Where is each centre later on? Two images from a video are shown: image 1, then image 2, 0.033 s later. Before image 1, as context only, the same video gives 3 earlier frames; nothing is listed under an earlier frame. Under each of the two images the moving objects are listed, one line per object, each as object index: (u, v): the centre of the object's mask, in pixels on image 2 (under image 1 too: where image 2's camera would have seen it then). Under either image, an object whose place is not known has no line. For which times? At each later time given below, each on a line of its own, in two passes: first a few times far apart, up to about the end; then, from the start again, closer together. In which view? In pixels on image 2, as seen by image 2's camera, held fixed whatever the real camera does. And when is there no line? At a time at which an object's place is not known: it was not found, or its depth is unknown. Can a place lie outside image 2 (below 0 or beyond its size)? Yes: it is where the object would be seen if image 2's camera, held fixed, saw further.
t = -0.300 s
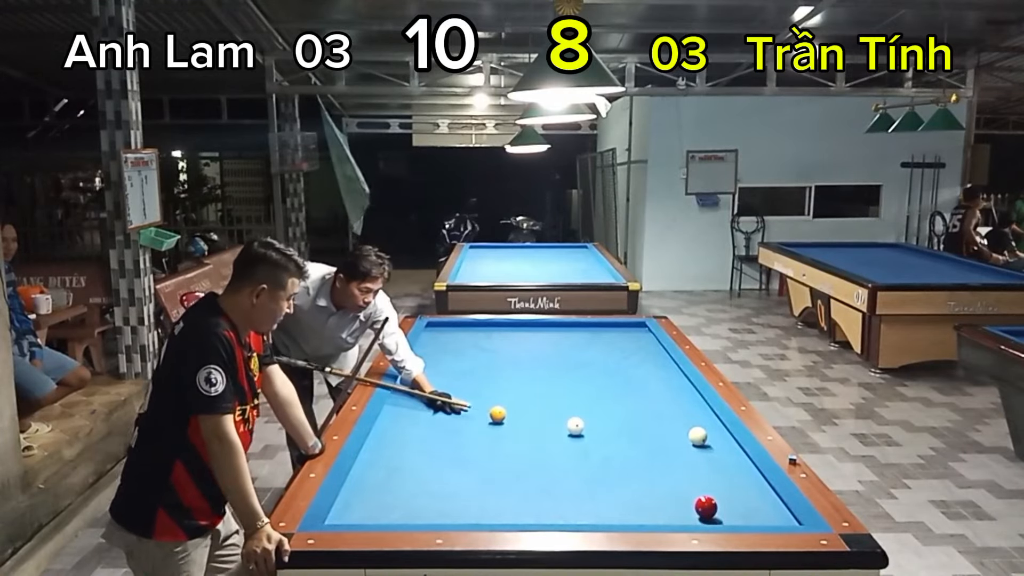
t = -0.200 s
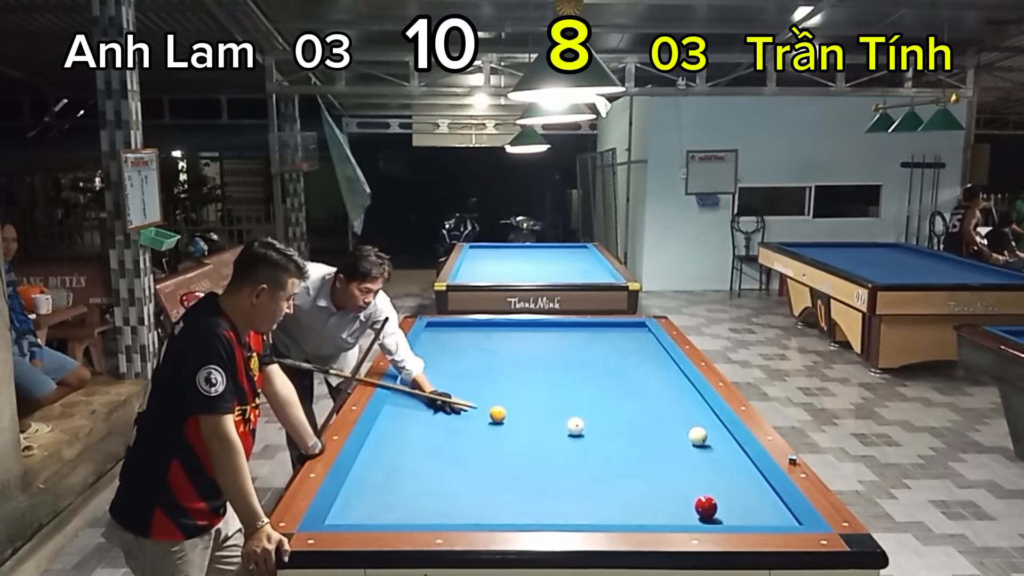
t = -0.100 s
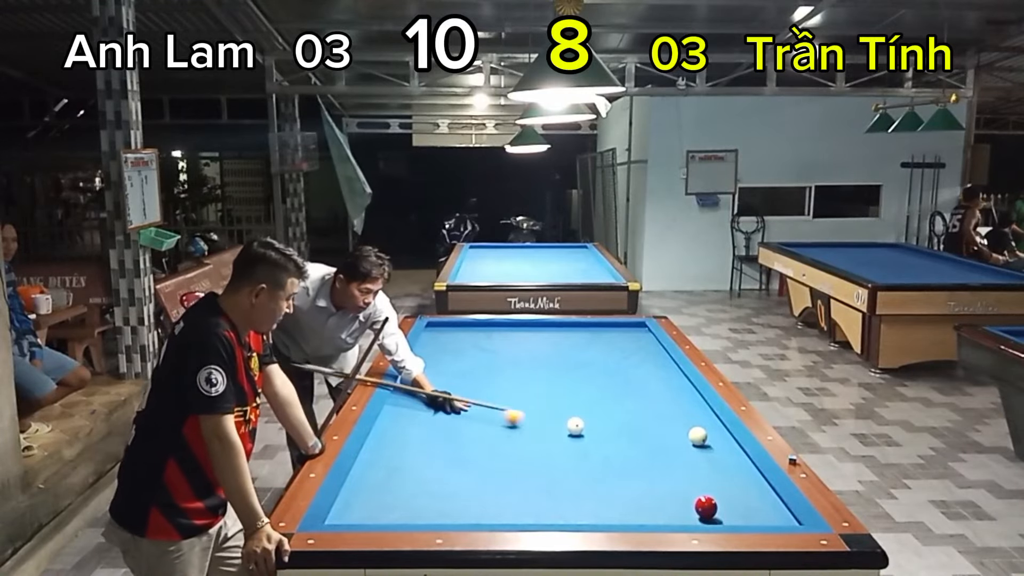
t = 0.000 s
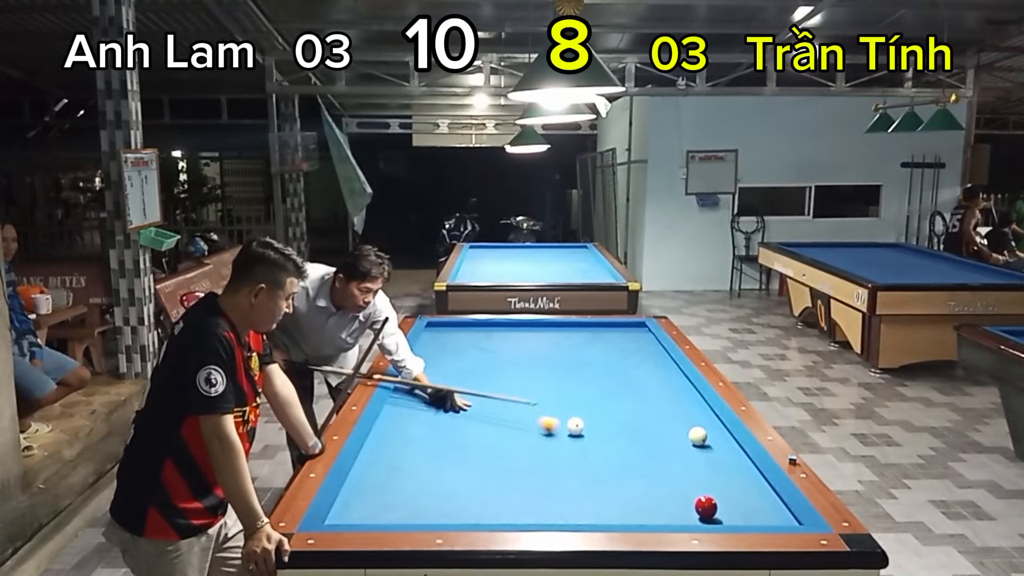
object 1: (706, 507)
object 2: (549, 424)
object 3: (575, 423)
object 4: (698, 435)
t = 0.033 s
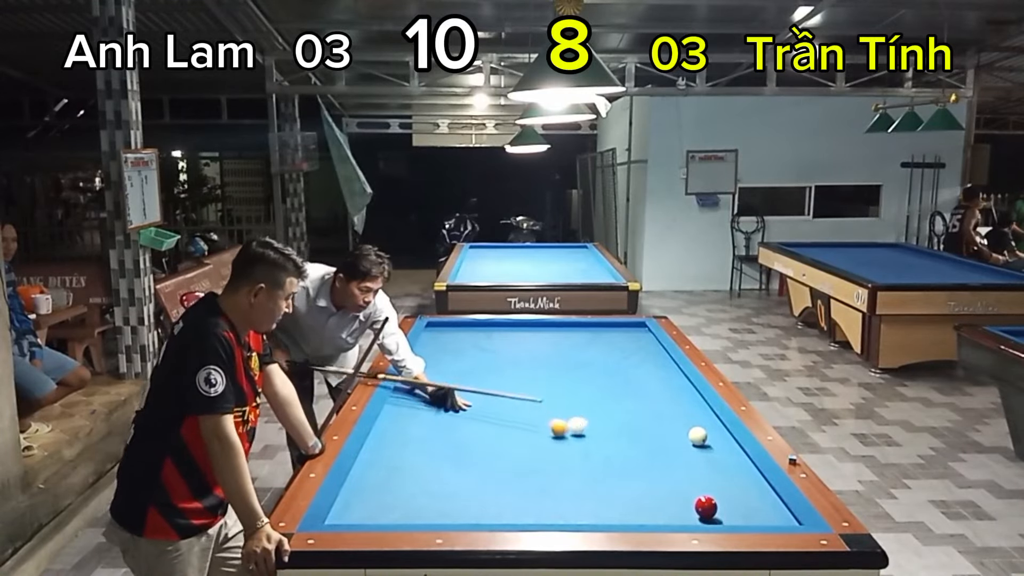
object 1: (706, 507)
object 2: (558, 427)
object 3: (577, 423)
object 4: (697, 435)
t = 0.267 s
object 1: (706, 507)
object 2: (594, 450)
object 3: (626, 421)
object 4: (697, 435)
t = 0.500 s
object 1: (706, 507)
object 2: (641, 477)
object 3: (670, 419)
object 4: (698, 435)
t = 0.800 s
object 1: (734, 513)
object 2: (683, 511)
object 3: (705, 418)
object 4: (697, 435)
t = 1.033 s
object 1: (777, 518)
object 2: (686, 515)
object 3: (680, 417)
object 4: (698, 435)
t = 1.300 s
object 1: (771, 514)
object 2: (687, 505)
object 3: (653, 416)
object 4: (697, 435)
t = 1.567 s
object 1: (749, 509)
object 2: (688, 495)
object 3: (627, 414)
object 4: (698, 435)
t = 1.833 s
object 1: (729, 503)
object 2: (689, 485)
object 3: (603, 413)
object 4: (698, 435)
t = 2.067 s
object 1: (712, 499)
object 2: (689, 478)
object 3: (582, 412)
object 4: (698, 435)
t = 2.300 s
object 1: (697, 494)
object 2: (689, 471)
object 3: (562, 410)
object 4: (698, 435)
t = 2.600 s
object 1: (679, 489)
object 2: (688, 463)
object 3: (537, 409)
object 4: (698, 435)
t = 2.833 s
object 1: (666, 485)
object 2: (688, 458)
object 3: (518, 408)
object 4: (698, 435)
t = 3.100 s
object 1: (653, 481)
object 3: (498, 407)
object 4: (698, 434)
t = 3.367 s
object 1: (640, 478)
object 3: (478, 407)
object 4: (698, 435)
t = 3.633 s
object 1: (629, 475)
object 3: (459, 406)
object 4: (700, 434)
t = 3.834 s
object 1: (621, 473)
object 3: (446, 406)
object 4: (700, 434)
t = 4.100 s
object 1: (611, 470)
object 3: (428, 406)
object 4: (701, 433)
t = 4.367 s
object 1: (603, 468)
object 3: (411, 406)
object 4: (703, 432)
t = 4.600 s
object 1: (596, 466)
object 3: (397, 405)
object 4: (704, 431)
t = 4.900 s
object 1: (588, 464)
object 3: (399, 405)
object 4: (705, 430)
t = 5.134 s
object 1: (583, 463)
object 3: (406, 404)
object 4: (706, 430)
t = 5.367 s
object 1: (579, 462)
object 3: (413, 405)
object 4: (707, 430)
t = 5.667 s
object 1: (573, 461)
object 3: (420, 404)
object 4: (706, 430)
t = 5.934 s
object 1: (570, 460)
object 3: (426, 404)
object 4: (706, 430)
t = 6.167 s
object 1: (567, 459)
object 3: (430, 403)
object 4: (706, 430)
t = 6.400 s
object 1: (565, 459)
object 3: (433, 403)
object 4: (706, 430)
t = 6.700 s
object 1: (563, 459)
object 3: (436, 403)
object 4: (706, 430)
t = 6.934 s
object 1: (562, 459)
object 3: (439, 403)
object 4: (706, 430)
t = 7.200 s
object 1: (562, 459)
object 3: (440, 403)
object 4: (706, 430)
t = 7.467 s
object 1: (562, 459)
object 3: (441, 403)
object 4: (706, 430)
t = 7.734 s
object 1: (562, 459)
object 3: (441, 403)
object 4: (706, 430)
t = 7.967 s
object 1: (562, 459)
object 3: (441, 403)
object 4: (706, 430)
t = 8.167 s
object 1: (562, 459)
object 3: (441, 403)
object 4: (706, 430)
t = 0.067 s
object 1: (706, 507)
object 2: (562, 430)
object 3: (585, 422)
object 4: (698, 435)
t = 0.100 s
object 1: (706, 507)
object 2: (566, 434)
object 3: (593, 422)
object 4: (698, 435)
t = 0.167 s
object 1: (706, 507)
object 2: (577, 440)
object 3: (608, 422)
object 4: (698, 435)
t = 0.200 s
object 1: (706, 507)
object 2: (583, 443)
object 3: (614, 421)
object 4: (698, 435)
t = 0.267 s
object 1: (706, 507)
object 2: (594, 450)
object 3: (626, 421)
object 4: (697, 435)
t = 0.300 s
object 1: (706, 507)
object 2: (601, 454)
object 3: (633, 421)
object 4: (698, 435)
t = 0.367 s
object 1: (706, 507)
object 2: (614, 461)
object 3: (645, 420)
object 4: (698, 435)
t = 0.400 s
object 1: (706, 507)
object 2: (620, 465)
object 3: (651, 420)
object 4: (698, 435)
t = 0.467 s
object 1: (706, 507)
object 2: (634, 473)
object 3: (663, 419)
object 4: (698, 435)
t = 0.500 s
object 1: (706, 507)
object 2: (641, 477)
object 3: (670, 419)
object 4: (698, 435)
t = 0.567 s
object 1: (706, 507)
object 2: (655, 485)
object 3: (682, 419)
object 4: (698, 435)
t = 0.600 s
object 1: (706, 507)
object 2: (663, 490)
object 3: (687, 419)
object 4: (698, 435)
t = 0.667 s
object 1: (706, 507)
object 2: (679, 499)
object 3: (699, 418)
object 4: (698, 435)
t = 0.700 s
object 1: (709, 507)
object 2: (683, 503)
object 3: (705, 418)
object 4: (698, 435)
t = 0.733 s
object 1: (718, 509)
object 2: (683, 506)
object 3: (711, 418)
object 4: (697, 435)
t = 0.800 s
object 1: (734, 513)
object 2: (683, 511)
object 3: (705, 418)
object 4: (697, 435)
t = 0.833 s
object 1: (741, 514)
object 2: (684, 513)
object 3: (701, 418)
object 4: (697, 435)
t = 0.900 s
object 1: (754, 516)
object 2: (685, 516)
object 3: (694, 417)
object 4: (698, 435)
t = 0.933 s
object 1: (761, 517)
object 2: (686, 518)
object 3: (691, 417)
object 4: (698, 435)
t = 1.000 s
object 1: (773, 518)
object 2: (686, 516)
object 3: (684, 417)
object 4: (698, 435)
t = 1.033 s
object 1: (777, 518)
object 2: (686, 515)
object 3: (680, 417)
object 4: (698, 435)
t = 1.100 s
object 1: (783, 517)
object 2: (687, 513)
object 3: (673, 417)
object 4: (698, 435)
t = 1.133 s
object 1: (785, 516)
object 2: (687, 512)
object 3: (670, 416)
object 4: (698, 435)
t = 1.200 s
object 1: (779, 516)
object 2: (687, 510)
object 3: (663, 416)
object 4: (697, 435)
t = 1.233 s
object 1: (776, 515)
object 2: (687, 508)
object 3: (660, 416)
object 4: (697, 435)
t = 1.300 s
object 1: (771, 514)
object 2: (687, 505)
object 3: (653, 416)
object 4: (697, 435)
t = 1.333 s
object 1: (768, 513)
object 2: (687, 504)
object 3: (650, 415)
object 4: (698, 435)
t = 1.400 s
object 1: (762, 512)
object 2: (688, 501)
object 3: (643, 415)
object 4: (697, 435)
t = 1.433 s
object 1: (760, 512)
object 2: (688, 500)
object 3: (640, 415)
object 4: (697, 435)
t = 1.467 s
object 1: (757, 511)
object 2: (688, 499)
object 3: (637, 415)
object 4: (697, 435)
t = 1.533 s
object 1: (752, 510)
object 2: (688, 496)
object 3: (630, 414)
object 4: (697, 435)
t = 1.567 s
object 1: (749, 509)
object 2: (688, 495)
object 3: (627, 414)
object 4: (698, 435)
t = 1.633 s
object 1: (744, 507)
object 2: (688, 492)
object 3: (621, 414)
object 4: (698, 435)
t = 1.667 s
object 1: (741, 507)
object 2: (688, 491)
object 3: (618, 413)
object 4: (697, 435)
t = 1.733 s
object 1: (736, 505)
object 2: (688, 489)
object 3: (612, 413)
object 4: (698, 435)
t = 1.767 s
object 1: (734, 505)
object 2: (688, 488)
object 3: (609, 413)
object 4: (697, 435)
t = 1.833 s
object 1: (729, 503)
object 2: (689, 485)
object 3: (603, 413)
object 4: (698, 435)
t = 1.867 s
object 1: (726, 502)
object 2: (689, 484)
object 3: (600, 413)
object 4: (697, 435)
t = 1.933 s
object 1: (721, 501)
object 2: (689, 482)
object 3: (594, 412)
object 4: (698, 435)
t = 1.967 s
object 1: (719, 500)
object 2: (689, 481)
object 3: (591, 412)
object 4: (698, 435)
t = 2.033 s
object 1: (714, 499)
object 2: (689, 479)
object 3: (585, 412)
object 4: (697, 435)
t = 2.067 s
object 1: (712, 499)
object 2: (689, 478)
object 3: (582, 412)
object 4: (698, 435)
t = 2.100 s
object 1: (710, 498)
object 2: (689, 477)
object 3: (579, 411)
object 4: (698, 435)
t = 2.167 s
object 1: (706, 496)
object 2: (689, 475)
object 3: (573, 411)
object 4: (698, 434)
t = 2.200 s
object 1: (703, 496)
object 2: (689, 474)
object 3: (570, 410)
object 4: (698, 435)
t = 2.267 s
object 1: (699, 494)
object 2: (689, 472)
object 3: (565, 410)
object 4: (698, 435)
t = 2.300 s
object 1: (697, 494)
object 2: (689, 471)
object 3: (562, 410)
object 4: (698, 435)
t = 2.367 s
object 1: (693, 493)
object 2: (689, 469)
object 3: (556, 410)
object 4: (698, 435)
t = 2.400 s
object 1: (691, 492)
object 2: (689, 468)
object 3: (554, 410)
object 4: (698, 435)
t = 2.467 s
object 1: (687, 491)
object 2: (689, 467)
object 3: (548, 409)
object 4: (698, 435)
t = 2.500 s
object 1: (685, 490)
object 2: (688, 466)
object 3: (545, 409)
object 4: (698, 435)
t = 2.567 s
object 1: (681, 489)
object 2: (689, 464)
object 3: (540, 409)
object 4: (698, 435)
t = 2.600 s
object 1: (679, 489)
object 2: (688, 463)
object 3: (537, 409)
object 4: (698, 435)
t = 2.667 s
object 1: (675, 488)
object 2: (688, 461)
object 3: (531, 409)
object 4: (697, 435)
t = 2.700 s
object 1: (673, 487)
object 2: (688, 461)
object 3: (529, 409)
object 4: (698, 435)
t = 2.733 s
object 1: (672, 487)
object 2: (688, 460)
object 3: (526, 409)
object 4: (698, 435)
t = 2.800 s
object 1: (668, 486)
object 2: (688, 458)
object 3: (521, 408)
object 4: (698, 435)
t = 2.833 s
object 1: (666, 485)
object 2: (688, 458)
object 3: (518, 408)
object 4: (698, 435)
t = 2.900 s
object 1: (663, 484)
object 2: (688, 456)
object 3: (513, 408)
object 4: (698, 435)
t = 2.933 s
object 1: (661, 484)
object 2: (688, 455)
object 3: (511, 408)
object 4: (698, 435)
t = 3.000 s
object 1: (658, 483)
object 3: (506, 408)
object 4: (698, 435)
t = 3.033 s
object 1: (656, 482)
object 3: (503, 407)
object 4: (698, 434)
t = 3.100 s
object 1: (653, 481)
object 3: (498, 407)
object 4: (698, 434)
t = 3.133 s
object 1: (651, 481)
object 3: (496, 407)
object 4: (698, 435)
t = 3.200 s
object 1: (648, 480)
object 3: (491, 407)
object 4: (698, 435)
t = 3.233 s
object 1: (646, 480)
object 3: (488, 407)
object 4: (698, 435)
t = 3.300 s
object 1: (643, 479)
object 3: (483, 407)
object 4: (698, 435)
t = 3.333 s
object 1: (642, 479)
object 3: (481, 407)
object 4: (698, 435)
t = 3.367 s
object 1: (640, 478)
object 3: (478, 407)
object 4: (698, 435)
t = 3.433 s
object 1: (637, 477)
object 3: (474, 406)
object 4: (699, 434)
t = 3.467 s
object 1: (636, 477)
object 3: (471, 406)
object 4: (699, 434)
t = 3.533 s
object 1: (633, 476)
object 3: (466, 407)
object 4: (699, 434)
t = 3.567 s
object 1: (632, 476)
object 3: (464, 406)
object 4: (699, 434)
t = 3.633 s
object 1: (629, 475)
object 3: (459, 406)
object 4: (700, 434)
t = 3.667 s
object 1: (627, 475)
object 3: (457, 406)
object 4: (700, 434)
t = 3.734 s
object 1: (625, 474)
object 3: (453, 406)
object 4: (700, 434)
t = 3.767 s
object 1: (624, 473)
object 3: (450, 406)
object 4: (700, 434)
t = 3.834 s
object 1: (621, 473)
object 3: (446, 406)
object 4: (700, 434)
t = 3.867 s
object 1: (620, 473)
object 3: (444, 406)
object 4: (700, 434)
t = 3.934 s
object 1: (617, 472)
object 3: (439, 406)
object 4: (700, 434)
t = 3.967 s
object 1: (616, 472)
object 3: (437, 406)
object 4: (700, 434)
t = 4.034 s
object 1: (614, 471)
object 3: (432, 406)
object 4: (701, 433)
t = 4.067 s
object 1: (612, 471)
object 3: (430, 406)
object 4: (701, 433)
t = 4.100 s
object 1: (611, 470)
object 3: (428, 406)
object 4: (701, 433)
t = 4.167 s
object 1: (609, 470)
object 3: (424, 406)
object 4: (702, 433)
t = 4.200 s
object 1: (608, 469)
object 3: (422, 406)
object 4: (702, 433)
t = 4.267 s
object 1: (606, 469)
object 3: (417, 406)
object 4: (702, 432)
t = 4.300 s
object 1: (605, 469)
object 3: (415, 406)
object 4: (702, 432)
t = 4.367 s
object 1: (603, 468)
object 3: (411, 406)
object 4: (703, 432)
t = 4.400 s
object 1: (602, 468)
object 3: (409, 406)
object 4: (703, 431)
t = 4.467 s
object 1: (600, 467)
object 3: (405, 406)
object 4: (704, 431)
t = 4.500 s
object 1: (599, 467)
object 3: (403, 406)
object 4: (704, 431)
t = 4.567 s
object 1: (597, 466)
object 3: (399, 405)
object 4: (704, 431)
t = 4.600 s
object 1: (596, 466)
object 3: (397, 405)
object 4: (704, 431)
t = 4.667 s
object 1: (594, 466)
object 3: (393, 406)
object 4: (705, 431)
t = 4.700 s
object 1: (593, 466)
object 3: (392, 405)
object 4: (705, 430)
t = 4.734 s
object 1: (592, 465)
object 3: (393, 405)
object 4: (705, 430)
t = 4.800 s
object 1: (591, 465)
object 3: (396, 405)
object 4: (705, 430)
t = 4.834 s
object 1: (590, 465)
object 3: (397, 405)
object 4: (705, 430)
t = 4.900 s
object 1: (588, 464)
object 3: (399, 405)
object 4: (705, 430)
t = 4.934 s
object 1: (588, 464)
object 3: (400, 405)
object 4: (706, 430)
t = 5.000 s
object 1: (586, 464)
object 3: (402, 405)
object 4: (706, 430)
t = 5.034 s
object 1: (585, 464)
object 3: (403, 405)
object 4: (706, 430)
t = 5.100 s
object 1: (584, 463)
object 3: (405, 404)
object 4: (706, 430)
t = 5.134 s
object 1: (583, 463)
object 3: (406, 404)
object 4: (706, 430)
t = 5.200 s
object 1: (582, 463)
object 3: (408, 404)
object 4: (707, 430)
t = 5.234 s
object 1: (581, 463)
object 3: (409, 404)
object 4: (707, 430)
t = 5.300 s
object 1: (580, 462)
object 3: (411, 405)
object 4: (707, 430)
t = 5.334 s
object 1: (579, 462)
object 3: (412, 404)
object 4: (707, 430)
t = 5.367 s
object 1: (579, 462)
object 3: (413, 405)
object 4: (707, 430)
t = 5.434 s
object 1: (578, 462)
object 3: (414, 404)
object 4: (707, 430)
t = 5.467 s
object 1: (577, 461)
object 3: (415, 404)
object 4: (707, 430)
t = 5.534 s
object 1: (576, 461)
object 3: (417, 404)
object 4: (707, 430)
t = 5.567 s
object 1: (575, 461)
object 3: (418, 404)
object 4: (707, 430)
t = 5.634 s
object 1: (574, 461)
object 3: (419, 404)
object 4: (707, 430)
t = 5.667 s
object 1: (573, 461)
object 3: (420, 404)
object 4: (706, 430)
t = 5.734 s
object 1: (572, 460)
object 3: (421, 404)
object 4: (706, 430)
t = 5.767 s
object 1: (572, 460)
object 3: (422, 404)
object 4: (706, 430)
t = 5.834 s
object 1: (571, 460)
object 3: (423, 404)
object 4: (706, 430)
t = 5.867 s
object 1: (571, 460)
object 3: (424, 404)
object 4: (706, 430)
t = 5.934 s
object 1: (570, 460)
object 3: (426, 404)
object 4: (706, 430)
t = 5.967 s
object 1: (569, 460)
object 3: (426, 403)
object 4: (706, 430)
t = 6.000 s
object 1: (569, 460)
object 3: (427, 403)
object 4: (706, 430)
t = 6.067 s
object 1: (568, 460)
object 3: (428, 404)
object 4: (706, 430)
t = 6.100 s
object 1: (568, 460)
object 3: (429, 403)
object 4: (706, 430)
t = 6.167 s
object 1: (567, 459)
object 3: (430, 403)
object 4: (706, 430)
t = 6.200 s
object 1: (567, 459)
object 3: (430, 403)
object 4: (706, 430)
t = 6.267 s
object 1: (566, 459)
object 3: (431, 403)
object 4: (706, 430)
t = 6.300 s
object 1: (566, 459)
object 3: (432, 403)
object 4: (706, 430)
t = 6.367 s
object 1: (565, 459)
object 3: (433, 403)
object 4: (706, 430)
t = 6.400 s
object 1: (565, 459)
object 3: (433, 403)
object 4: (706, 430)
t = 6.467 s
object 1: (564, 459)
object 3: (434, 403)
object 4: (706, 430)
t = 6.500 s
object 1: (564, 459)
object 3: (434, 403)
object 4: (706, 430)
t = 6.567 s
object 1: (564, 459)
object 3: (435, 403)
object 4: (706, 430)
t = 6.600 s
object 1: (563, 459)
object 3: (435, 403)
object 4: (706, 430)
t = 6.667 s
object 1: (563, 459)
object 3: (436, 403)
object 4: (706, 430)
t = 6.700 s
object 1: (563, 459)
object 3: (436, 403)
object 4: (706, 430)
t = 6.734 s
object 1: (563, 459)
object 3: (437, 403)
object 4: (706, 430)
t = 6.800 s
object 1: (562, 459)
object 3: (437, 403)
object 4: (706, 430)
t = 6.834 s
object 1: (562, 459)
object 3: (438, 403)
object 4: (706, 430)
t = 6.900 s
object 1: (562, 459)
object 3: (438, 403)
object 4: (706, 430)
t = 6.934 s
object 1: (562, 459)
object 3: (439, 403)
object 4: (706, 430)
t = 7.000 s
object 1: (562, 459)
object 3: (439, 403)
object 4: (706, 430)
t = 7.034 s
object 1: (562, 459)
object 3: (439, 403)
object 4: (706, 430)
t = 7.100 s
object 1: (562, 459)
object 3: (439, 403)
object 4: (706, 430)
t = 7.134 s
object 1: (562, 459)
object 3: (440, 403)
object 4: (706, 430)
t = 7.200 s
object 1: (562, 459)
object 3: (440, 403)
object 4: (706, 430)
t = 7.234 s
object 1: (562, 459)
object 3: (440, 403)
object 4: (706, 430)
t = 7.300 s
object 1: (562, 459)
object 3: (440, 403)
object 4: (706, 430)
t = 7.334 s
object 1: (562, 458)
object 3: (440, 403)
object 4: (706, 430)
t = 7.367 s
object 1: (562, 458)
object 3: (441, 403)
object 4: (706, 430)
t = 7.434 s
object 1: (562, 459)
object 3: (441, 403)
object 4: (706, 430)
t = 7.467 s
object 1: (562, 459)
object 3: (441, 403)
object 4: (706, 430)
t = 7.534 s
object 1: (562, 459)
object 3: (441, 403)
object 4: (706, 430)
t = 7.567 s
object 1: (562, 459)
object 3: (441, 403)
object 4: (706, 430)
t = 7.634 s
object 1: (562, 459)
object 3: (441, 403)
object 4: (706, 430)
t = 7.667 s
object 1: (562, 459)
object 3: (441, 403)
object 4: (706, 430)
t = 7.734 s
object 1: (562, 459)
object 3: (441, 403)
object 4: (706, 430)
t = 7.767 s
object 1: (562, 459)
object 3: (441, 403)
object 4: (706, 430)
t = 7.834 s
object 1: (562, 459)
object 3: (441, 403)
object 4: (706, 430)
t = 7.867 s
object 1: (562, 459)
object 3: (441, 403)
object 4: (706, 430)
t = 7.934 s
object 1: (562, 459)
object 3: (441, 403)
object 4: (706, 430)
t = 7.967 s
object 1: (562, 459)
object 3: (441, 403)
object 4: (706, 430)
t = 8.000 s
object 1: (562, 458)
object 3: (441, 403)
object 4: (706, 430)
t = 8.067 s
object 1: (562, 459)
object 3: (441, 403)
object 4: (706, 430)
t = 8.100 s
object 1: (562, 459)
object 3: (441, 403)
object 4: (706, 430)
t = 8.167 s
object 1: (562, 459)
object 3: (441, 403)
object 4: (706, 430)
